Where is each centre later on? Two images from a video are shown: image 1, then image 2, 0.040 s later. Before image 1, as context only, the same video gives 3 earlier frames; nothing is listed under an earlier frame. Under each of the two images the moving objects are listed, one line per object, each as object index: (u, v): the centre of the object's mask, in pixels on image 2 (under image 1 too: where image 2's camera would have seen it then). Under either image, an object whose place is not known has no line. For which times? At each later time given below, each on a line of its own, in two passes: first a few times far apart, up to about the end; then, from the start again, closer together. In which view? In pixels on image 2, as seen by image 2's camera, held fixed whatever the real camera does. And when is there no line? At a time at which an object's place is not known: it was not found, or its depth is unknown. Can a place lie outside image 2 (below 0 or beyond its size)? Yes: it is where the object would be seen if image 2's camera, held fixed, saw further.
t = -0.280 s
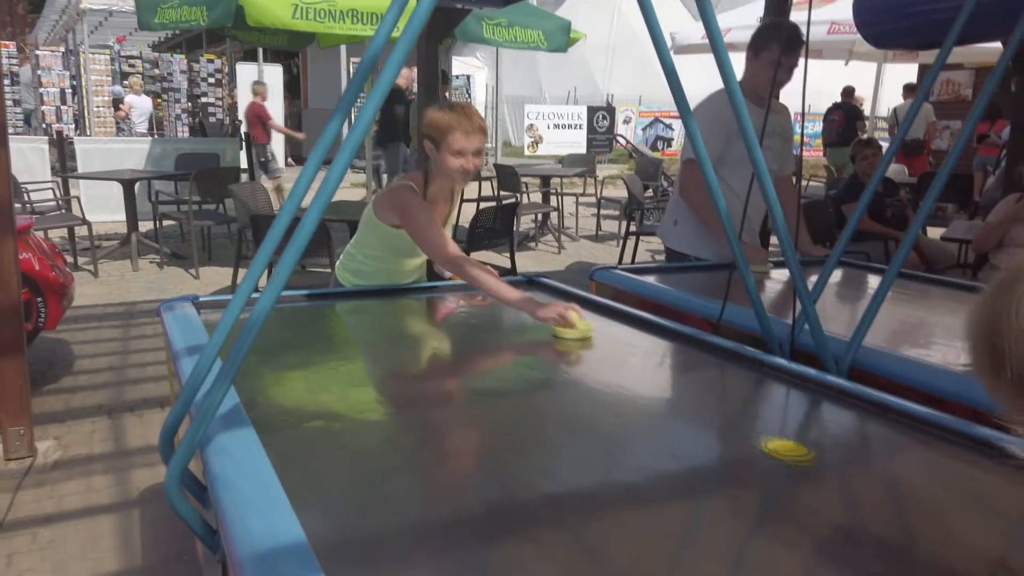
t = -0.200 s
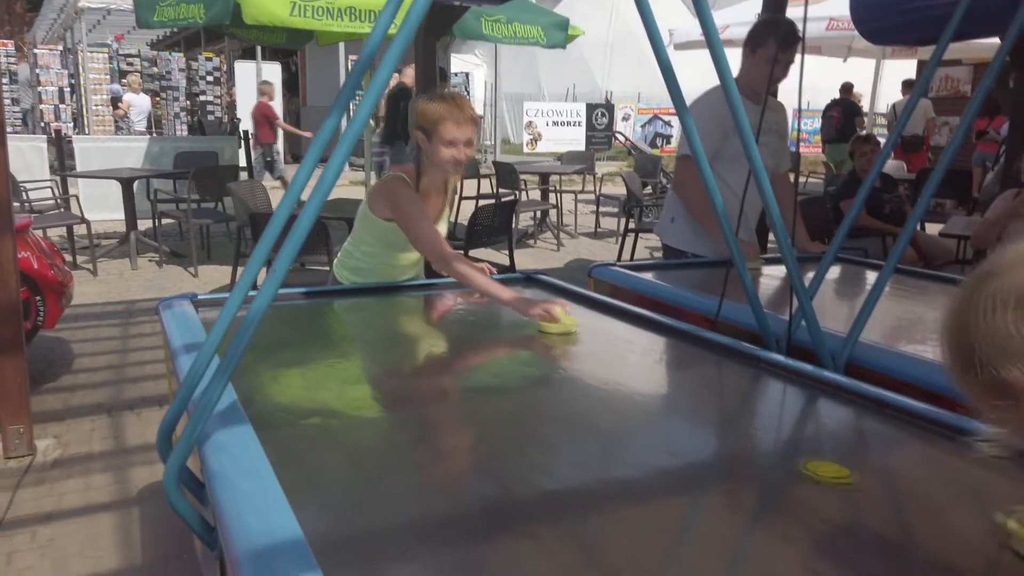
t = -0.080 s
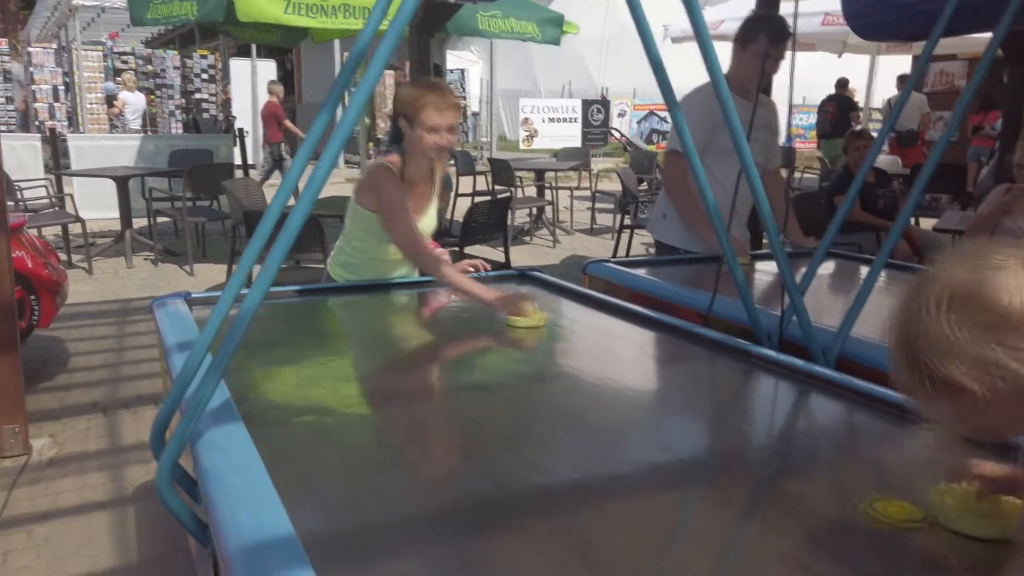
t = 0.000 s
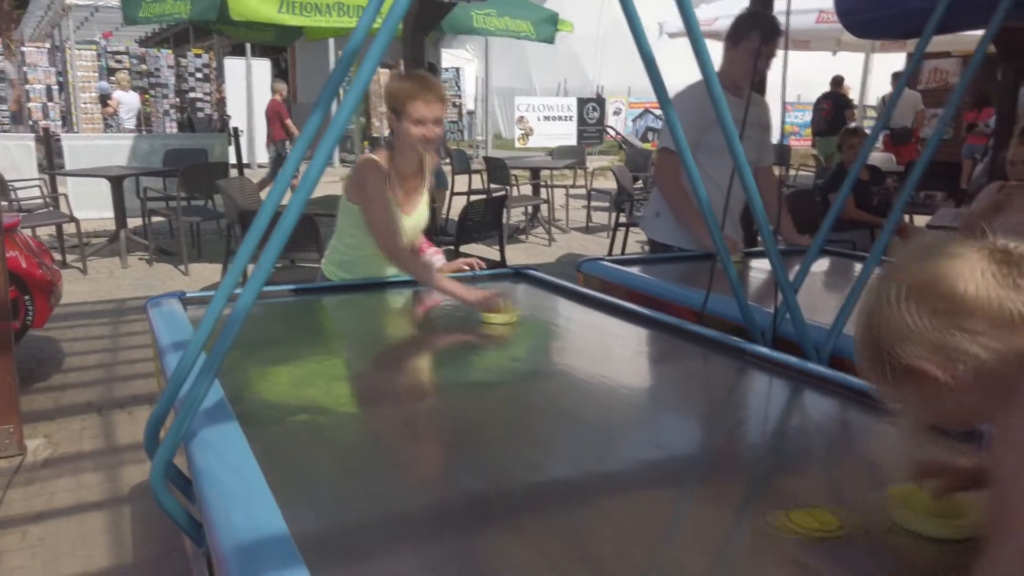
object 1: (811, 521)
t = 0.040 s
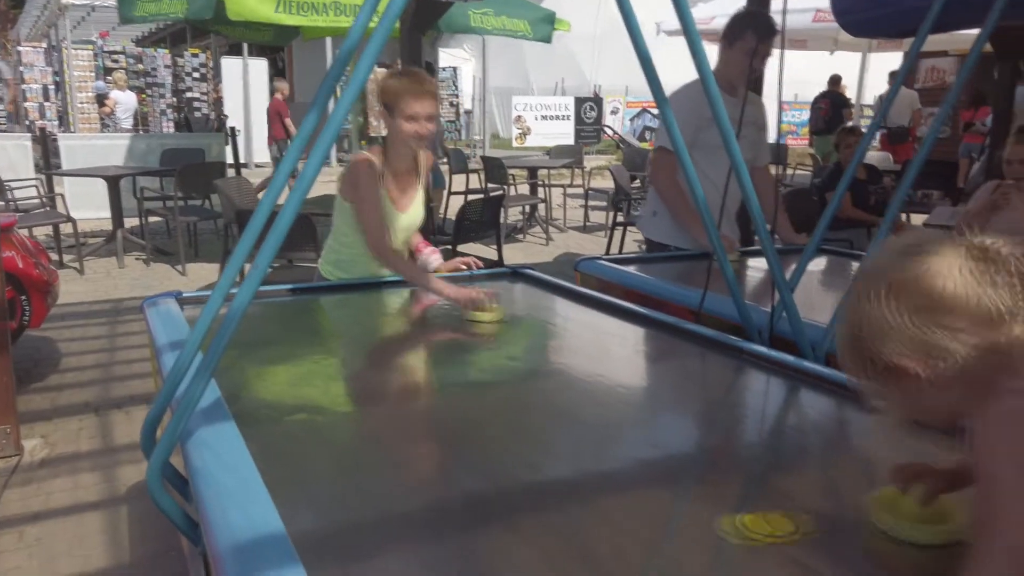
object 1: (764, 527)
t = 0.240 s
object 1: (535, 567)
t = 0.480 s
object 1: (403, 562)
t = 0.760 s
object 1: (531, 480)
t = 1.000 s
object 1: (606, 435)
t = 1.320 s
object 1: (676, 390)
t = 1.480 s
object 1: (701, 373)
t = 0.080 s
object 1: (720, 536)
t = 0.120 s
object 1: (681, 544)
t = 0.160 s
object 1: (634, 552)
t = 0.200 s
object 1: (585, 560)
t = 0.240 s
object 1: (535, 567)
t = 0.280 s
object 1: (487, 572)
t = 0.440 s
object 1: (385, 572)
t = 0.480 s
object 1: (403, 562)
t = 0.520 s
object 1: (426, 549)
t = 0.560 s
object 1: (446, 536)
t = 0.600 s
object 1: (466, 523)
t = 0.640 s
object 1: (484, 511)
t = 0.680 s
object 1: (501, 500)
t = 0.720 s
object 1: (516, 489)
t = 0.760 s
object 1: (531, 480)
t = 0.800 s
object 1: (546, 471)
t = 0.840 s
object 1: (560, 463)
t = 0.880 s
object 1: (573, 455)
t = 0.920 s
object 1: (584, 448)
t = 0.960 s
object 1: (596, 441)
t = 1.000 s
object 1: (606, 435)
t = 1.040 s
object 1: (616, 428)
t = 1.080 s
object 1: (626, 422)
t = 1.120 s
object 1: (635, 416)
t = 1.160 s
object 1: (645, 410)
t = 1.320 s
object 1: (676, 390)
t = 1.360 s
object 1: (683, 385)
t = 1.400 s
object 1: (689, 381)
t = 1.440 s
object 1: (696, 377)
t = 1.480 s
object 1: (701, 373)
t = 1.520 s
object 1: (707, 370)
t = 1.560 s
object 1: (711, 366)
